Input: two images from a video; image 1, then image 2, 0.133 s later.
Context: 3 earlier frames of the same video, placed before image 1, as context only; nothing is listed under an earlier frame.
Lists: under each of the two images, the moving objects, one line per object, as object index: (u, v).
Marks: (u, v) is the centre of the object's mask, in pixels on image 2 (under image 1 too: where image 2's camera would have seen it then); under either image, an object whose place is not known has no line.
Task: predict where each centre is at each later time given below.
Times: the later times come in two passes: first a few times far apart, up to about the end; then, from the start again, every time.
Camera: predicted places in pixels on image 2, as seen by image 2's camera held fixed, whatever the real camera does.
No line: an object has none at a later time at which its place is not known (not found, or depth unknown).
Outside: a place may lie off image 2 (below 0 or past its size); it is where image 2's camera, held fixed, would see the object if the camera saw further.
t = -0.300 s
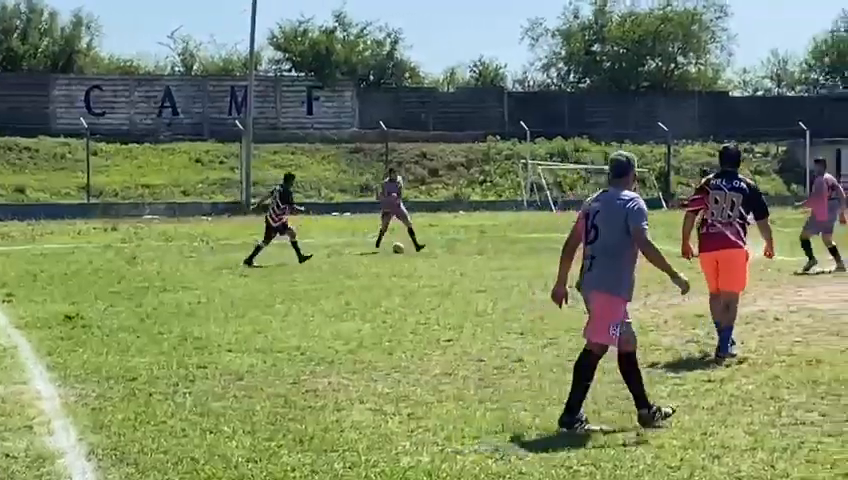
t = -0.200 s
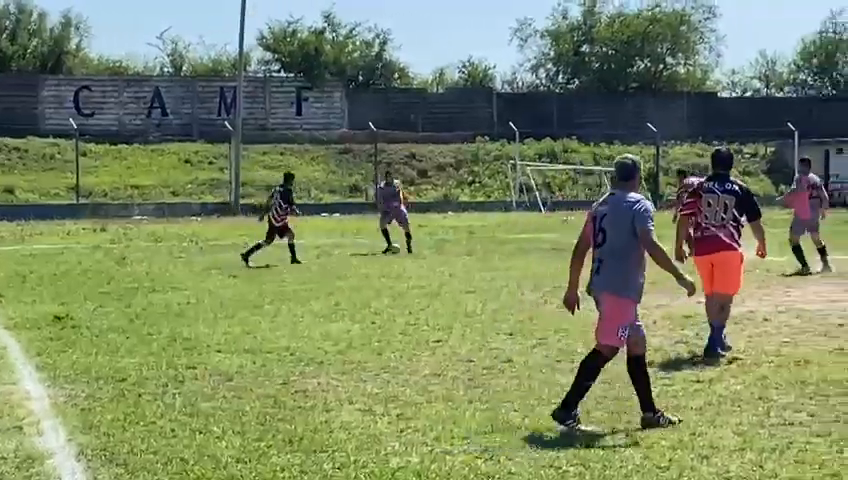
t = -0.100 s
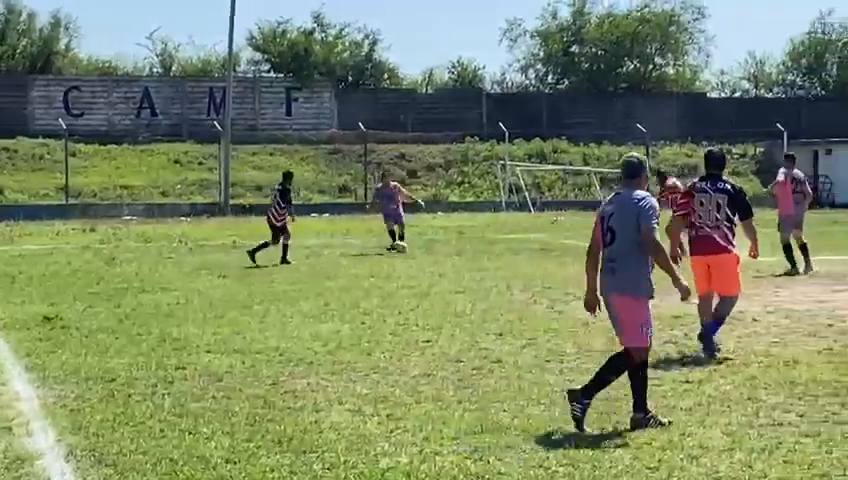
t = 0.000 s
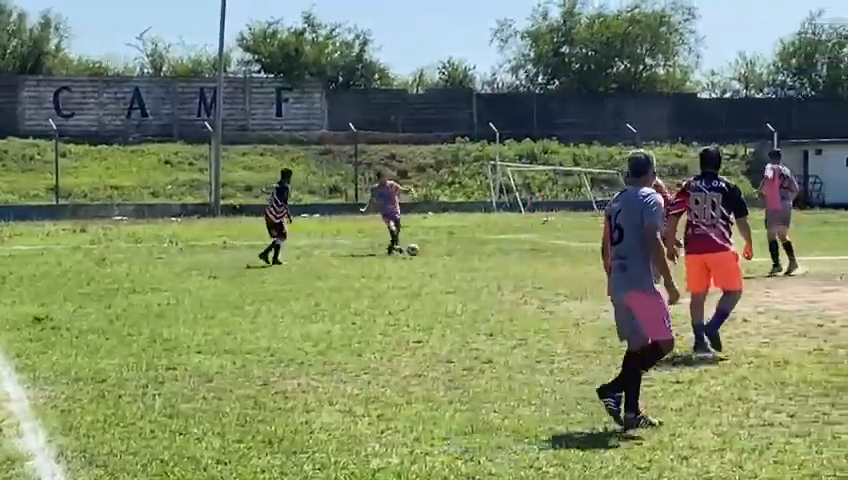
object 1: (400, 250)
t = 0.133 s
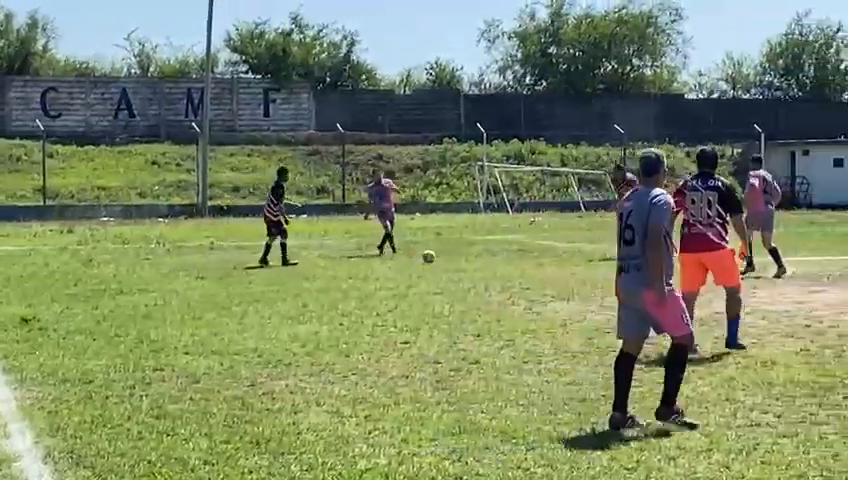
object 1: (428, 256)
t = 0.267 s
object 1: (458, 260)
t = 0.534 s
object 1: (516, 260)
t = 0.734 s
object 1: (560, 270)
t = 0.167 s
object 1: (433, 255)
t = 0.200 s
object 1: (442, 256)
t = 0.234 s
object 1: (450, 258)
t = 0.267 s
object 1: (458, 260)
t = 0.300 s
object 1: (465, 260)
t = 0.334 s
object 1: (472, 260)
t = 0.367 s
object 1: (480, 261)
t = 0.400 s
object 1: (488, 263)
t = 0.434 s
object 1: (495, 264)
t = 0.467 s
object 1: (502, 262)
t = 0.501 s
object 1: (509, 261)
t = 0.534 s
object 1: (516, 260)
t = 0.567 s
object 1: (523, 260)
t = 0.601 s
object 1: (530, 261)
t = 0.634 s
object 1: (541, 264)
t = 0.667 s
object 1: (549, 267)
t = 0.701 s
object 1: (556, 271)
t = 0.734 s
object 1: (560, 270)
